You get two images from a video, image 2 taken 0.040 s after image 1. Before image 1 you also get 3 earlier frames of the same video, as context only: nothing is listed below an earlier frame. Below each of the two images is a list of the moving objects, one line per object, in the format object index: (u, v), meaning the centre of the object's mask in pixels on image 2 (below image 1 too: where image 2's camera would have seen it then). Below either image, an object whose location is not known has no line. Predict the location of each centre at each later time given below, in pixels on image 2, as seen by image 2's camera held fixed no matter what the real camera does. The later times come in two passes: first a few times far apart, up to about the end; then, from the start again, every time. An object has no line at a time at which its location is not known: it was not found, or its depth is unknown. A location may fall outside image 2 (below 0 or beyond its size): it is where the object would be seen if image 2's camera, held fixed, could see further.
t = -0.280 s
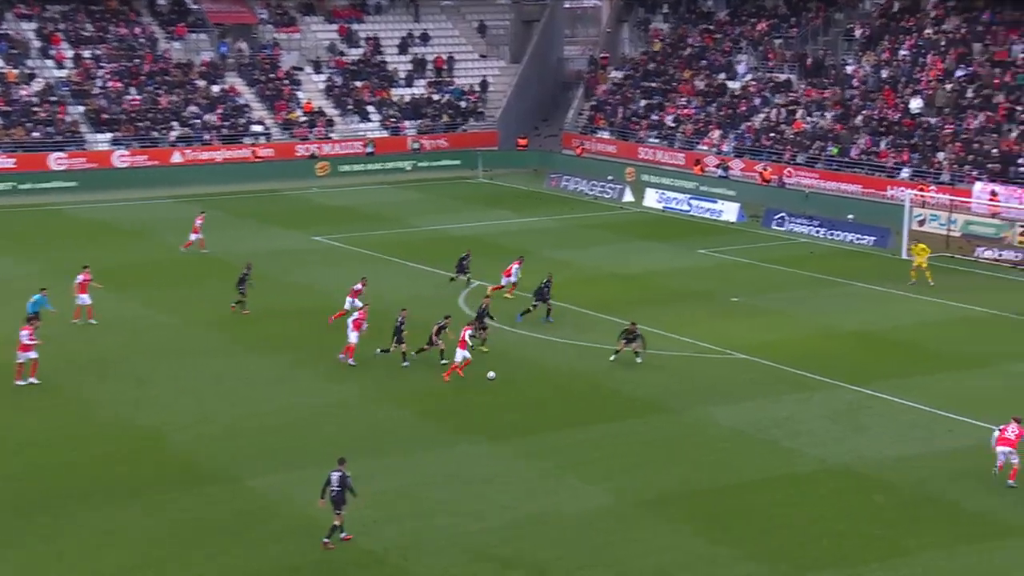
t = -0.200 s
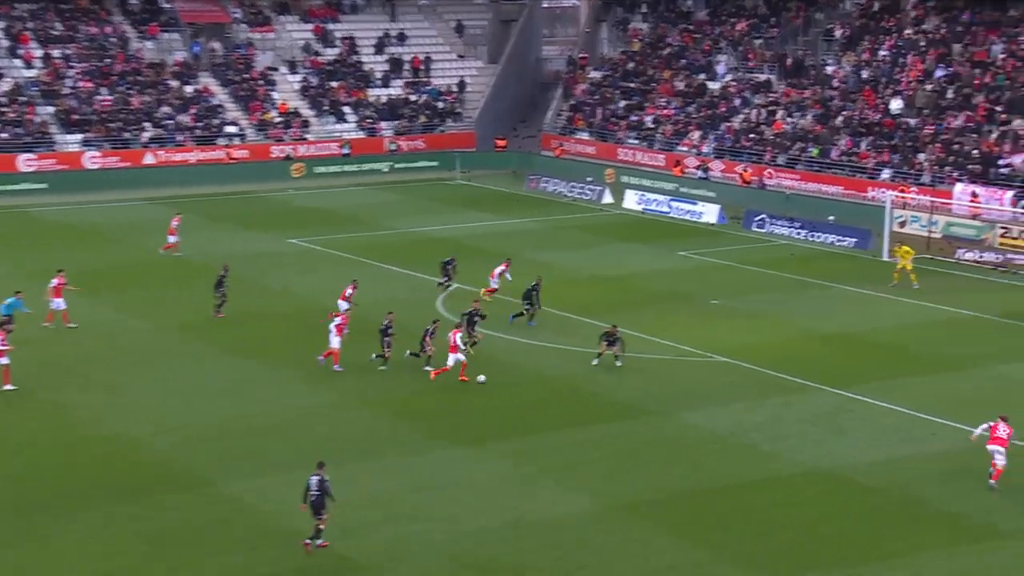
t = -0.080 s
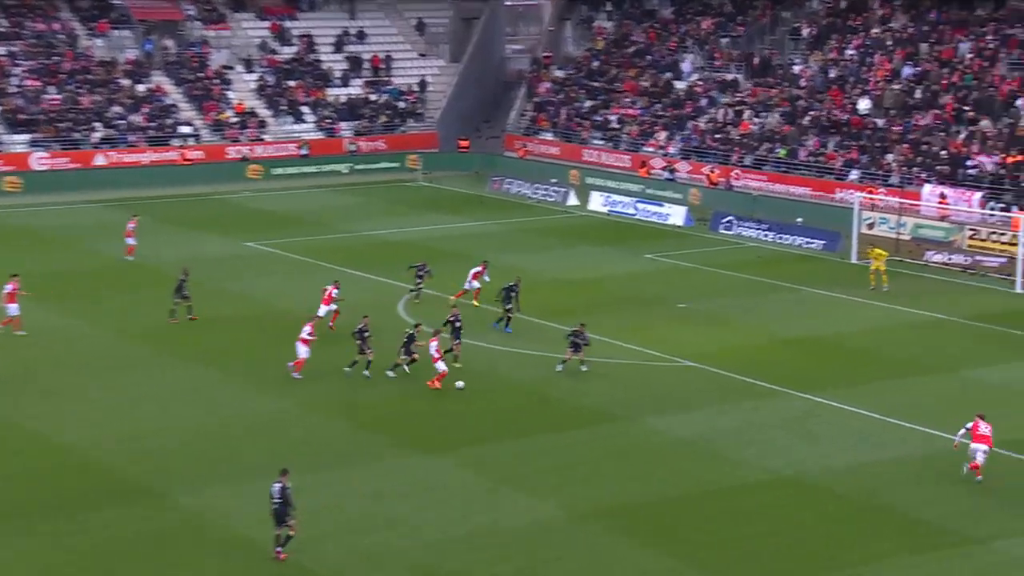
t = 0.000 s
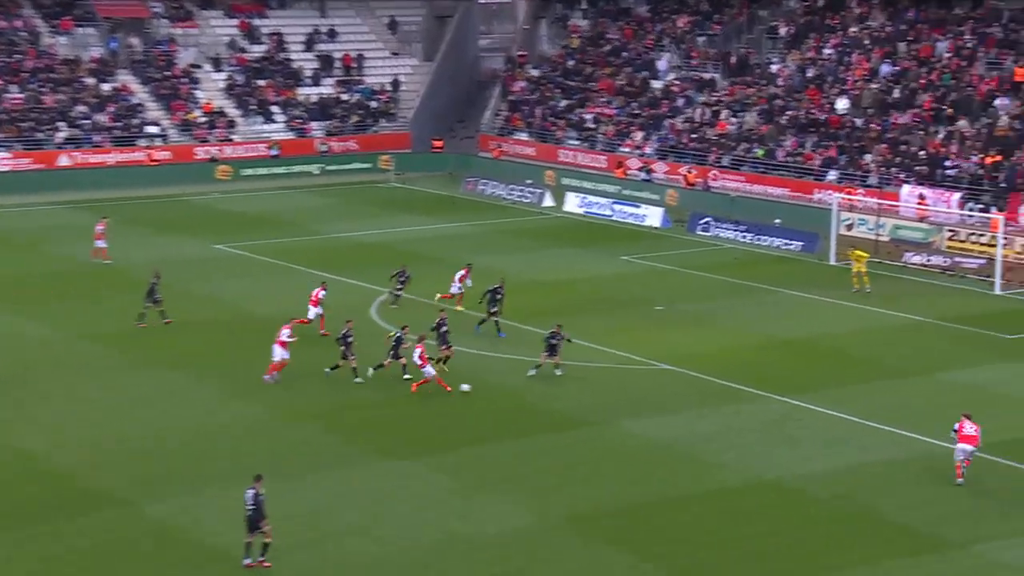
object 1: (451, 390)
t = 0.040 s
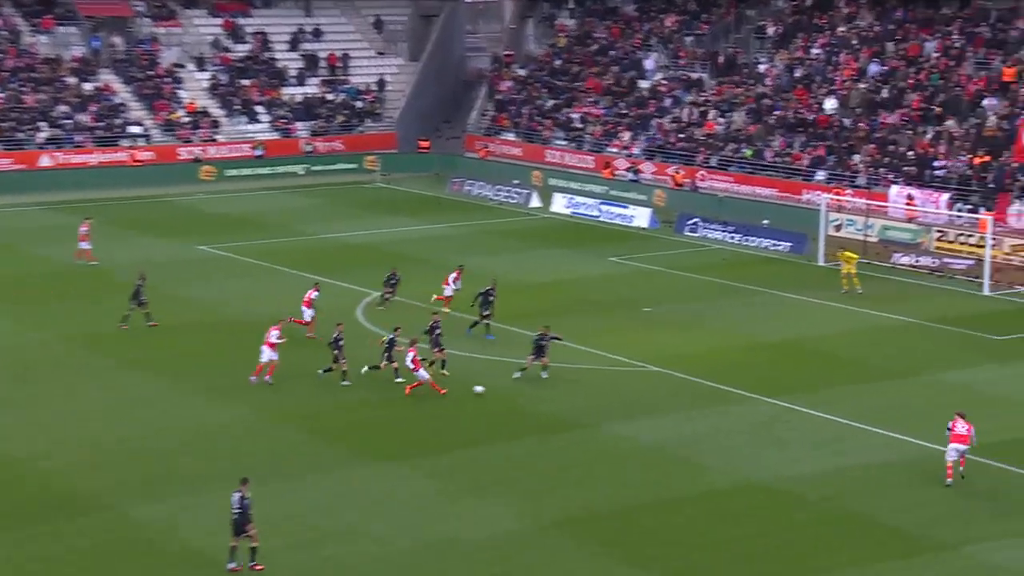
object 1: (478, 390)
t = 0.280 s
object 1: (628, 388)
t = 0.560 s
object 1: (778, 386)
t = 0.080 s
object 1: (505, 390)
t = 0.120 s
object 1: (531, 390)
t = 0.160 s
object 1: (557, 390)
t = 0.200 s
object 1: (581, 390)
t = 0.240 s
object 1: (605, 389)
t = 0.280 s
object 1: (628, 388)
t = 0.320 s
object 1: (651, 388)
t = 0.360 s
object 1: (674, 388)
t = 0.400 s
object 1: (696, 388)
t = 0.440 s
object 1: (717, 388)
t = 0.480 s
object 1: (738, 387)
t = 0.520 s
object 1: (758, 386)
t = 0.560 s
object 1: (778, 386)
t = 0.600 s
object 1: (797, 387)
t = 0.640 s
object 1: (816, 387)
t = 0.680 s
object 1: (834, 385)
